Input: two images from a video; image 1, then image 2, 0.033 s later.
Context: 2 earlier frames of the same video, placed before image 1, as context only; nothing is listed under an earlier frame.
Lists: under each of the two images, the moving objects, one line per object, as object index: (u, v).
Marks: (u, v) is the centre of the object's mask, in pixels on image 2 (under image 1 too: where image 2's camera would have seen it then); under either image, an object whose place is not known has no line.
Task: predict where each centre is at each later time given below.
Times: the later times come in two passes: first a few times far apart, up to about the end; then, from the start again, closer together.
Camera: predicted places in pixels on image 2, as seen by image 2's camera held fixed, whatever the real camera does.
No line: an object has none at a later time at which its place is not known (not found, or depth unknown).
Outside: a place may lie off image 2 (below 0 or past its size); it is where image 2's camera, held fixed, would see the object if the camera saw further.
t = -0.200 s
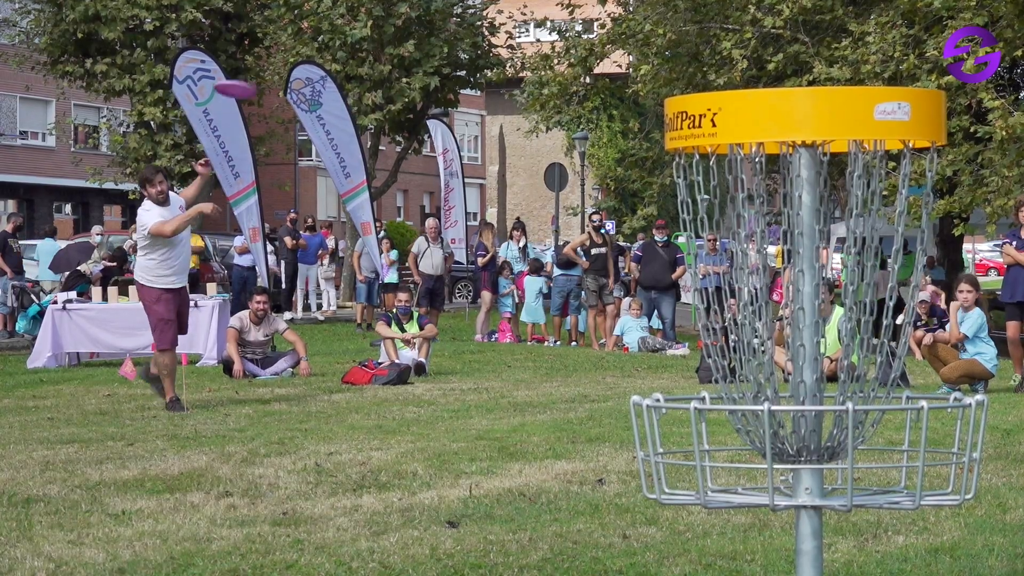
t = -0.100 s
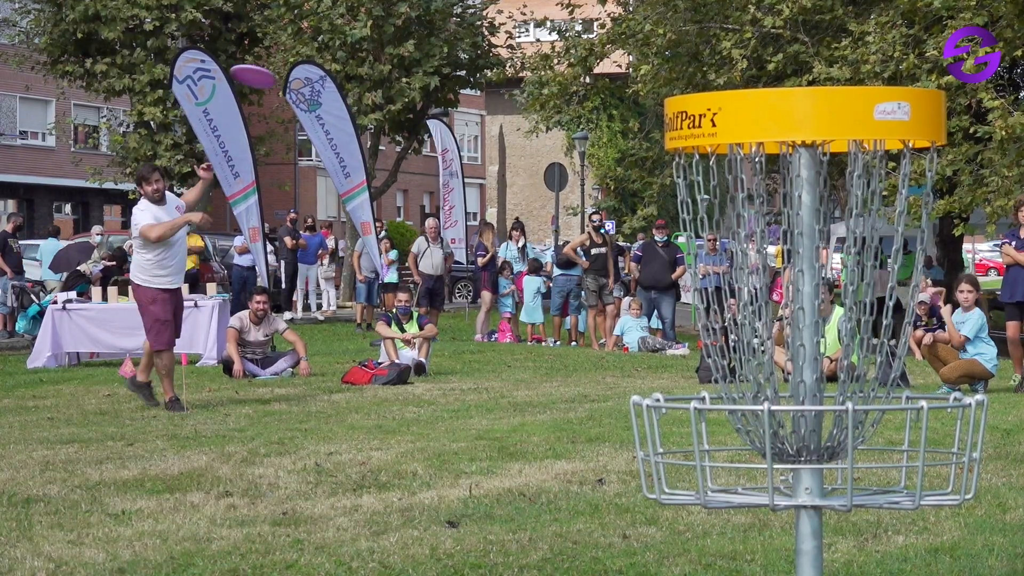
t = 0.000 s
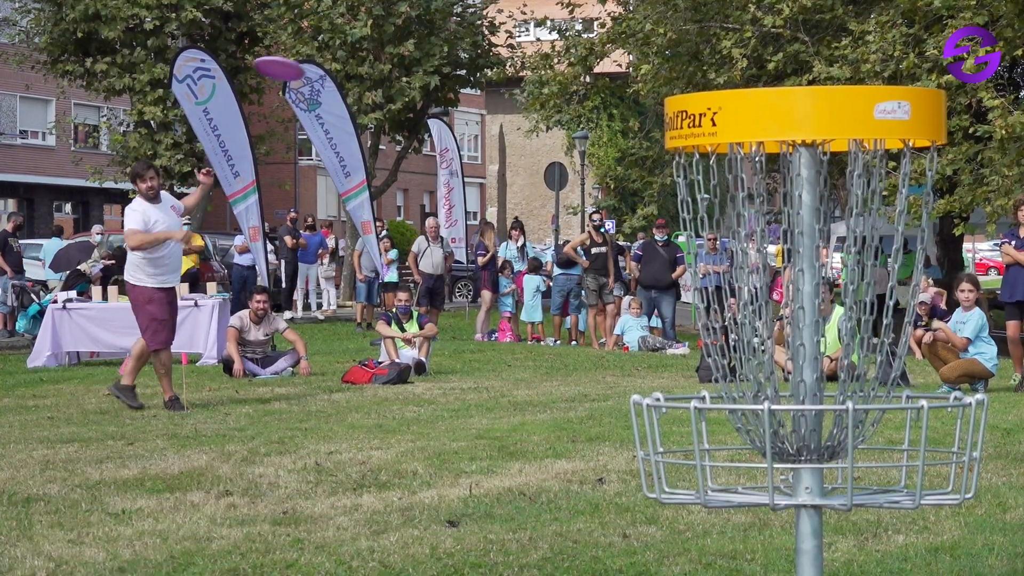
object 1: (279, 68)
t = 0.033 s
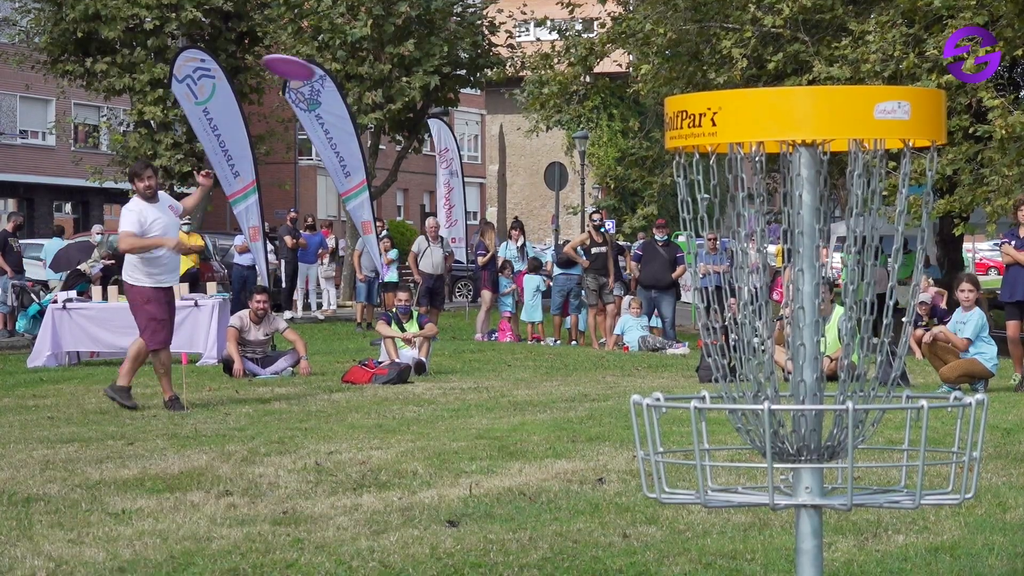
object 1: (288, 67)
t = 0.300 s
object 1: (422, 91)
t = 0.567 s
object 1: (734, 224)
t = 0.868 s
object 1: (841, 370)
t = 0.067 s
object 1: (300, 66)
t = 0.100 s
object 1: (312, 67)
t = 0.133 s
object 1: (328, 69)
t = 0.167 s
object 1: (343, 71)
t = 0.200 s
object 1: (359, 74)
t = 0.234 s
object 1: (377, 78)
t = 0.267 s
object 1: (400, 85)
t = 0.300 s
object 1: (422, 91)
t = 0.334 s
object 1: (448, 100)
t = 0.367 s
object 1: (476, 110)
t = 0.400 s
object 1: (511, 123)
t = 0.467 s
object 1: (589, 157)
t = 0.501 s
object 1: (634, 178)
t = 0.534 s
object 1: (678, 198)
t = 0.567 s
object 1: (734, 224)
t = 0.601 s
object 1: (759, 247)
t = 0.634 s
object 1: (778, 270)
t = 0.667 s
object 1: (795, 294)
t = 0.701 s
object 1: (831, 321)
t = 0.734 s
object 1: (842, 346)
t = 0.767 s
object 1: (844, 356)
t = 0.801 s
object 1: (846, 365)
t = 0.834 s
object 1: (845, 372)
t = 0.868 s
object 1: (841, 370)
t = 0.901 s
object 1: (833, 382)
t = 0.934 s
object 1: (826, 387)
